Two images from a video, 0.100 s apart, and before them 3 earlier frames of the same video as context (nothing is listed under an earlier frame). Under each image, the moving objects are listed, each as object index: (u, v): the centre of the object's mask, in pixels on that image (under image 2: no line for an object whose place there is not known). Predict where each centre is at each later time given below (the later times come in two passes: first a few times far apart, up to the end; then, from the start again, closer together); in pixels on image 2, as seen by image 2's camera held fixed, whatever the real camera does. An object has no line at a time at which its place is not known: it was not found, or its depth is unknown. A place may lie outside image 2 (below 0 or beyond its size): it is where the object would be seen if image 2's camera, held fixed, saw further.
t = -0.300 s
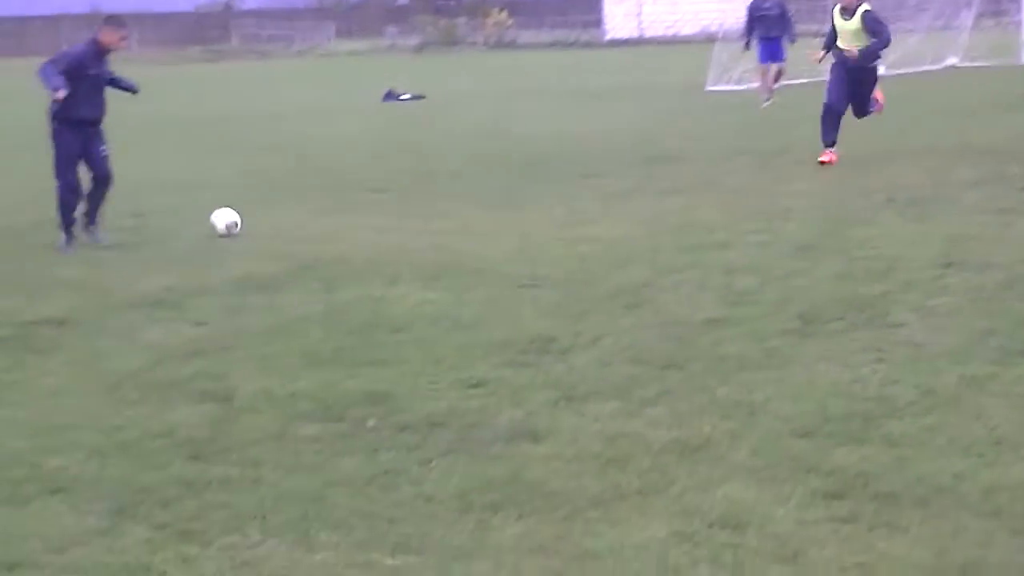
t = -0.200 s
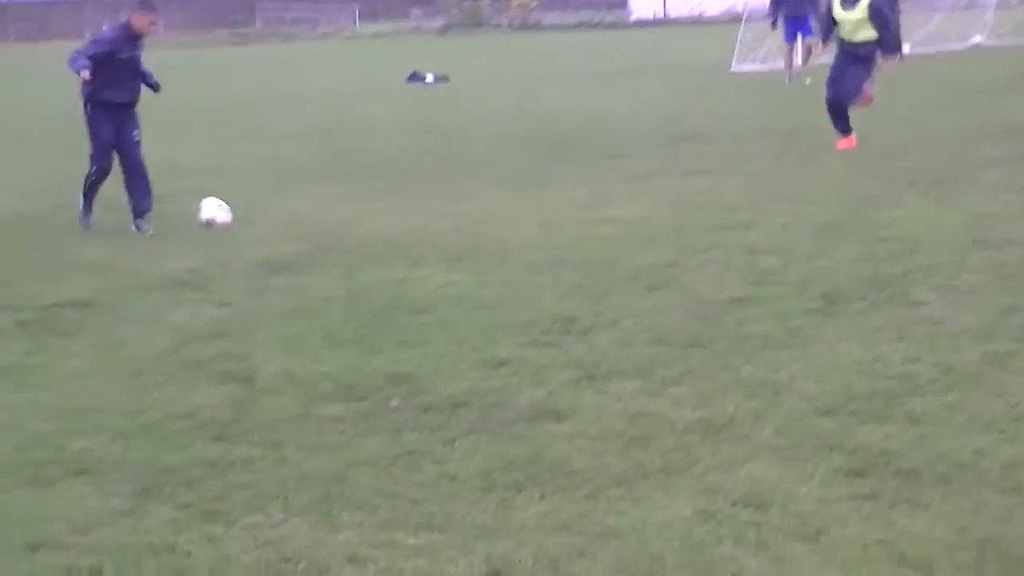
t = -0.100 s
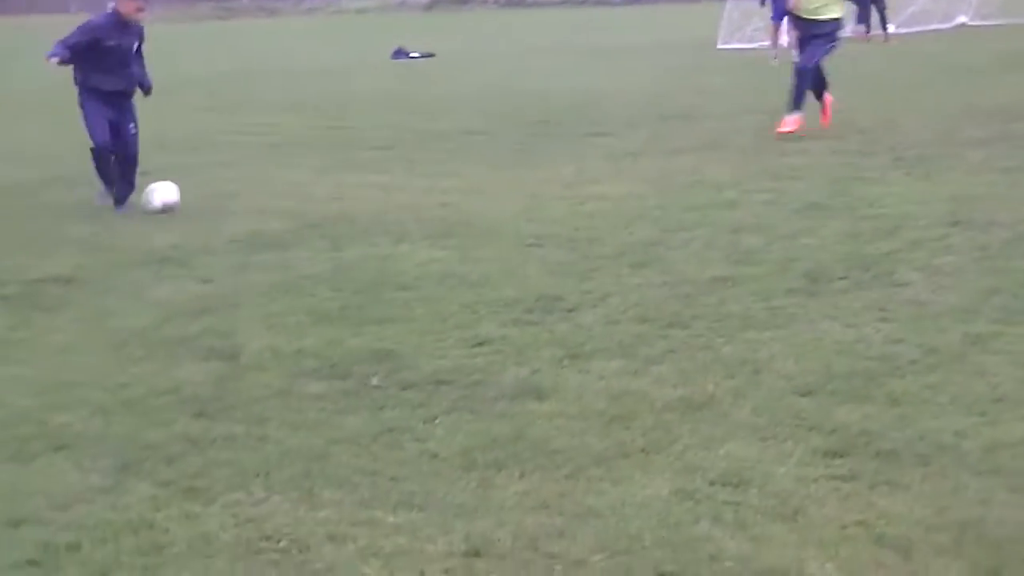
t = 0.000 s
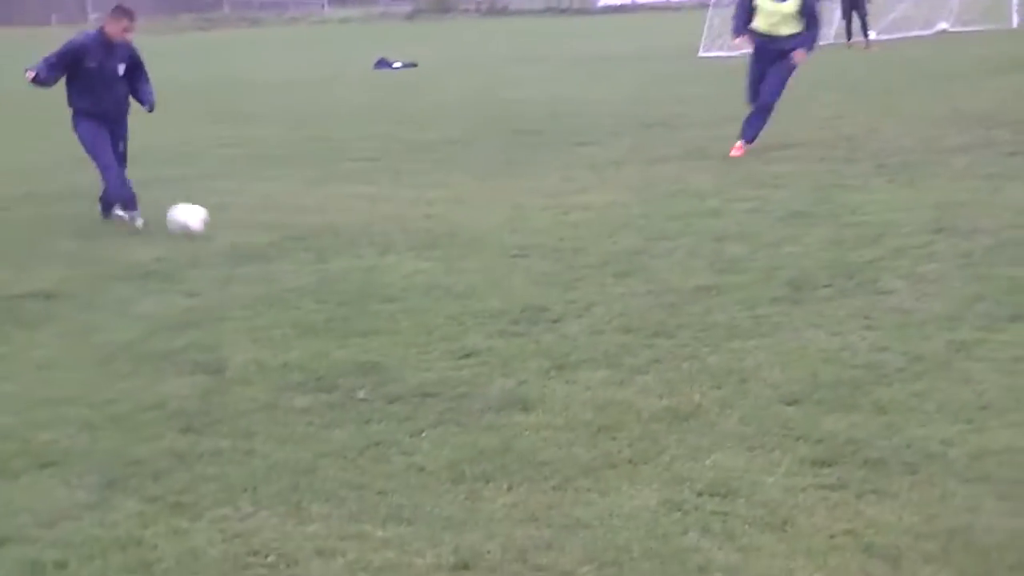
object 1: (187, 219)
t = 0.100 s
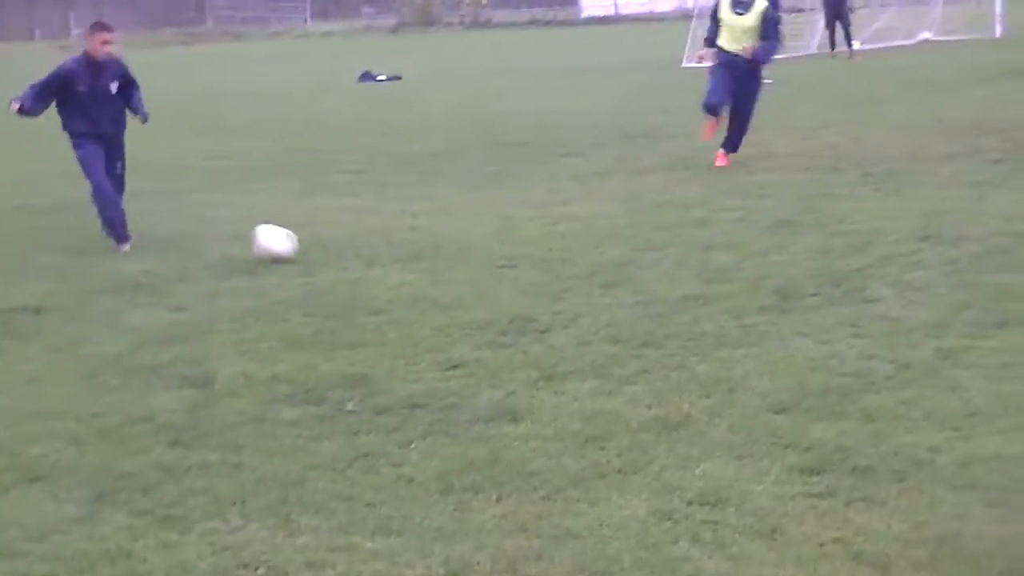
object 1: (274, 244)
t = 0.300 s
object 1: (483, 247)
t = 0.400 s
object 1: (604, 266)
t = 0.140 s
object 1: (317, 252)
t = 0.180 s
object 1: (358, 254)
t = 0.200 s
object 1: (377, 252)
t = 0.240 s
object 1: (417, 248)
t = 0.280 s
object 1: (460, 247)
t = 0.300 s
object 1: (483, 247)
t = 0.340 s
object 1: (529, 252)
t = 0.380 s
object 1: (578, 260)
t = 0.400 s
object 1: (604, 266)
